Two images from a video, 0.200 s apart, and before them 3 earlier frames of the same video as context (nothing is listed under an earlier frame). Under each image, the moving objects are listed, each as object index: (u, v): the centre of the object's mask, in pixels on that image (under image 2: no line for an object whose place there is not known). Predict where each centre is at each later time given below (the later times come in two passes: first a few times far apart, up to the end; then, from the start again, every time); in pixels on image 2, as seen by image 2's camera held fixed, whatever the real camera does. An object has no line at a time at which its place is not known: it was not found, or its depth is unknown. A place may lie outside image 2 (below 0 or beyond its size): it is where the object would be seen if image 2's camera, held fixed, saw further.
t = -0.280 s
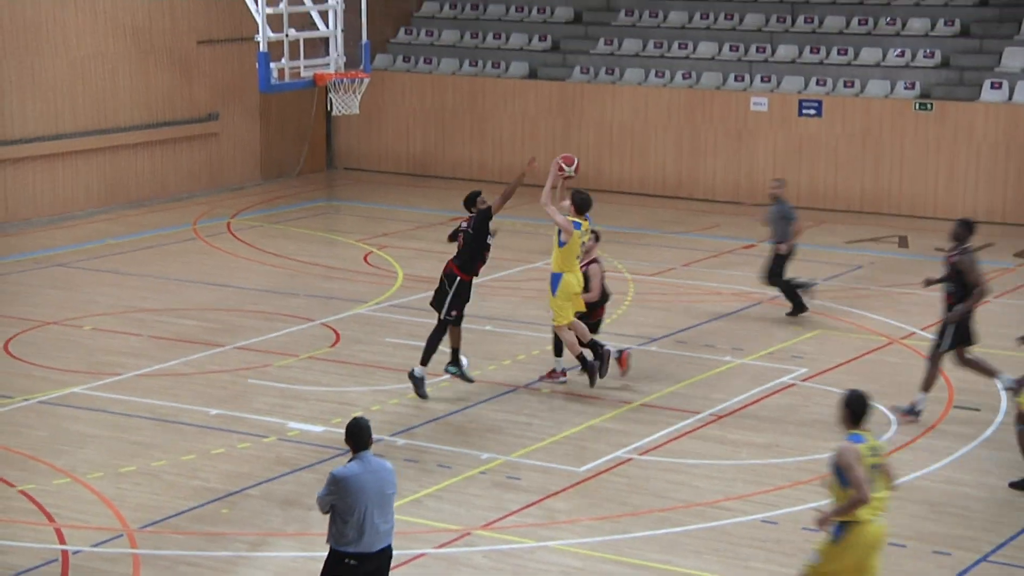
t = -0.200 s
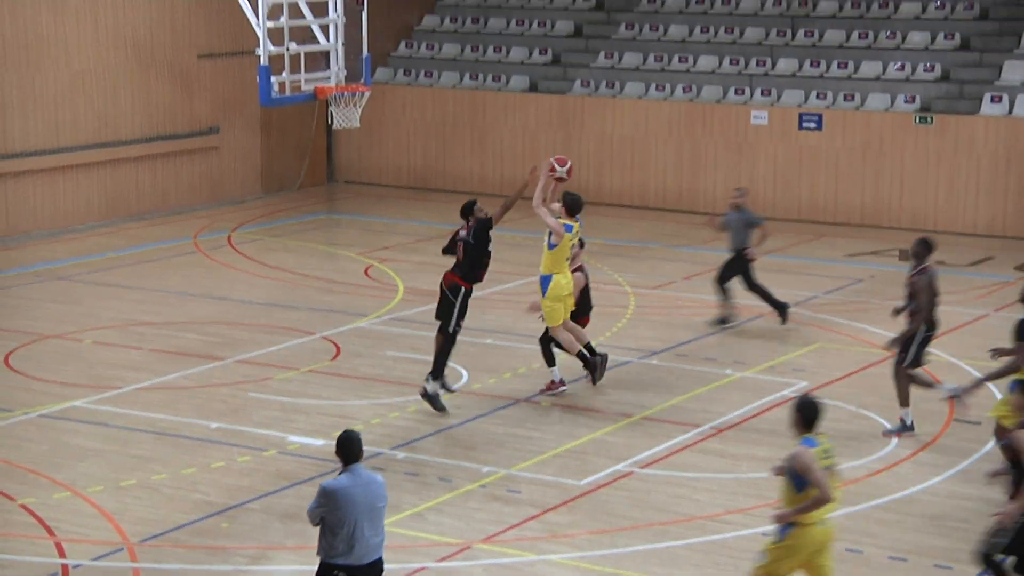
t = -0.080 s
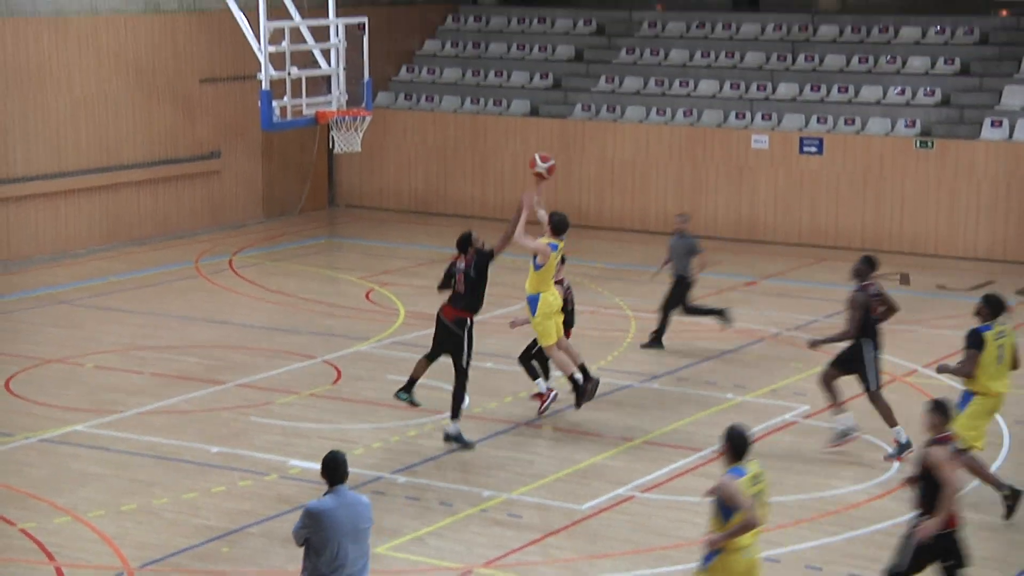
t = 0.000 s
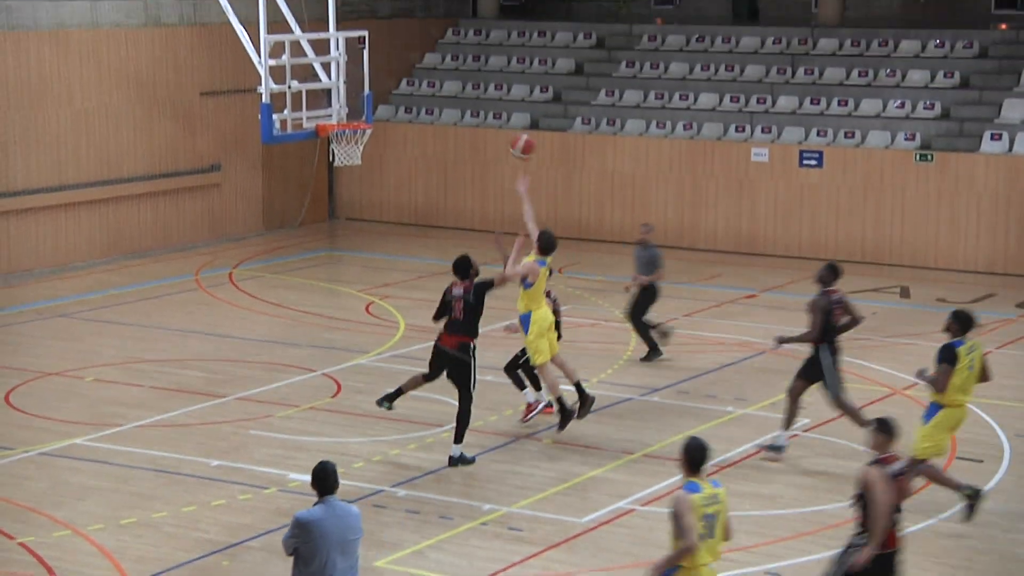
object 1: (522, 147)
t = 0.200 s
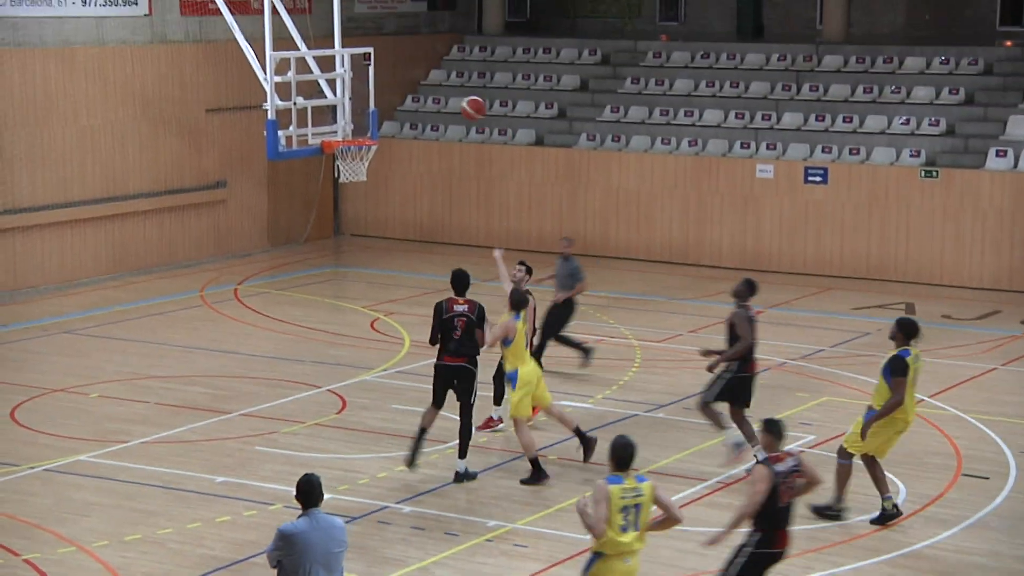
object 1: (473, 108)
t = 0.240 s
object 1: (463, 103)
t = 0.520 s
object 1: (394, 106)
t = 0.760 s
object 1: (350, 140)
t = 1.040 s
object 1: (371, 156)
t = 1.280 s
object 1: (356, 186)
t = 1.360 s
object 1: (350, 197)
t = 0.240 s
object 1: (463, 103)
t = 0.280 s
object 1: (454, 99)
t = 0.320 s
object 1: (443, 97)
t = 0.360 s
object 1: (434, 95)
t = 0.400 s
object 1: (423, 96)
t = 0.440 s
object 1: (413, 98)
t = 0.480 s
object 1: (403, 100)
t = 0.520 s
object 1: (394, 106)
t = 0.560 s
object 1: (385, 112)
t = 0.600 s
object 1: (375, 119)
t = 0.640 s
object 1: (366, 129)
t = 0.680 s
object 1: (360, 134)
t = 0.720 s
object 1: (353, 138)
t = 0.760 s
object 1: (350, 140)
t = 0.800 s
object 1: (357, 151)
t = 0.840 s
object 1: (363, 158)
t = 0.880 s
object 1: (370, 161)
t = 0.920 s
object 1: (375, 160)
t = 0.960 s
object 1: (372, 156)
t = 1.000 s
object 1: (371, 155)
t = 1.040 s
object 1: (371, 156)
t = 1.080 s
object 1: (374, 156)
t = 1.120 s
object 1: (373, 159)
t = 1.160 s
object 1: (367, 162)
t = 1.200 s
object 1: (363, 169)
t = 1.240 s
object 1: (360, 175)
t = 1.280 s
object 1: (356, 186)
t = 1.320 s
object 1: (355, 191)
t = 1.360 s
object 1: (350, 197)
